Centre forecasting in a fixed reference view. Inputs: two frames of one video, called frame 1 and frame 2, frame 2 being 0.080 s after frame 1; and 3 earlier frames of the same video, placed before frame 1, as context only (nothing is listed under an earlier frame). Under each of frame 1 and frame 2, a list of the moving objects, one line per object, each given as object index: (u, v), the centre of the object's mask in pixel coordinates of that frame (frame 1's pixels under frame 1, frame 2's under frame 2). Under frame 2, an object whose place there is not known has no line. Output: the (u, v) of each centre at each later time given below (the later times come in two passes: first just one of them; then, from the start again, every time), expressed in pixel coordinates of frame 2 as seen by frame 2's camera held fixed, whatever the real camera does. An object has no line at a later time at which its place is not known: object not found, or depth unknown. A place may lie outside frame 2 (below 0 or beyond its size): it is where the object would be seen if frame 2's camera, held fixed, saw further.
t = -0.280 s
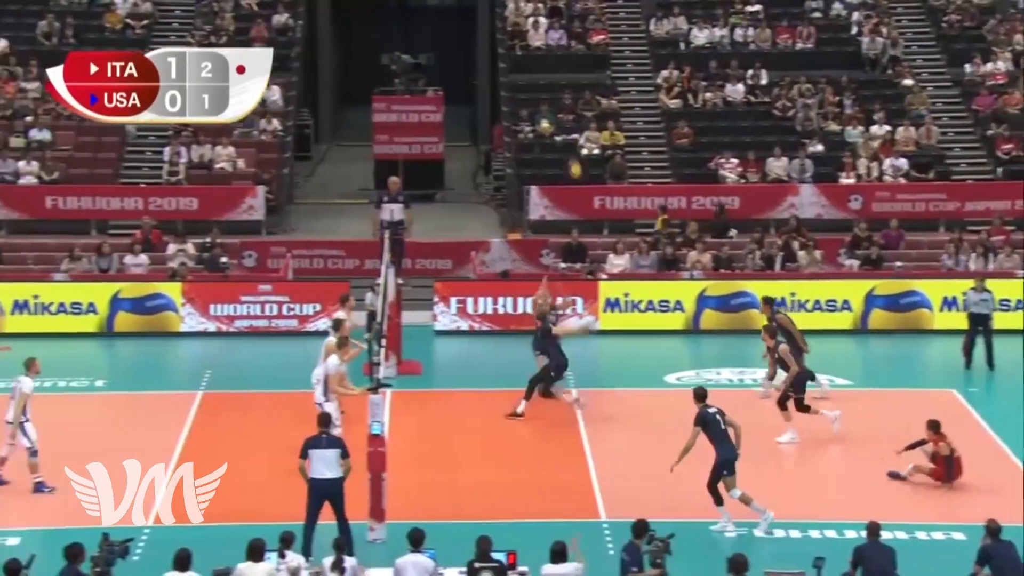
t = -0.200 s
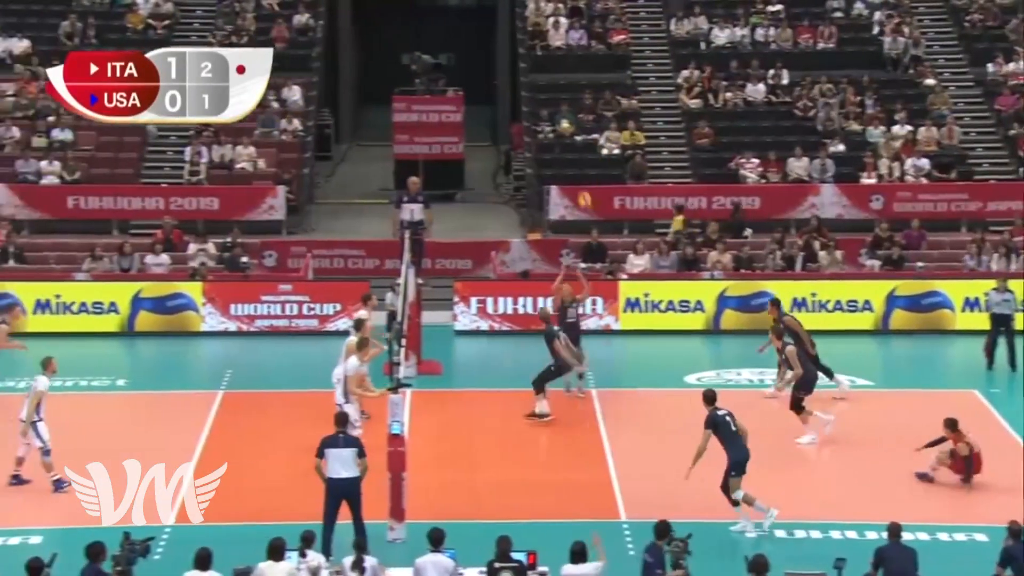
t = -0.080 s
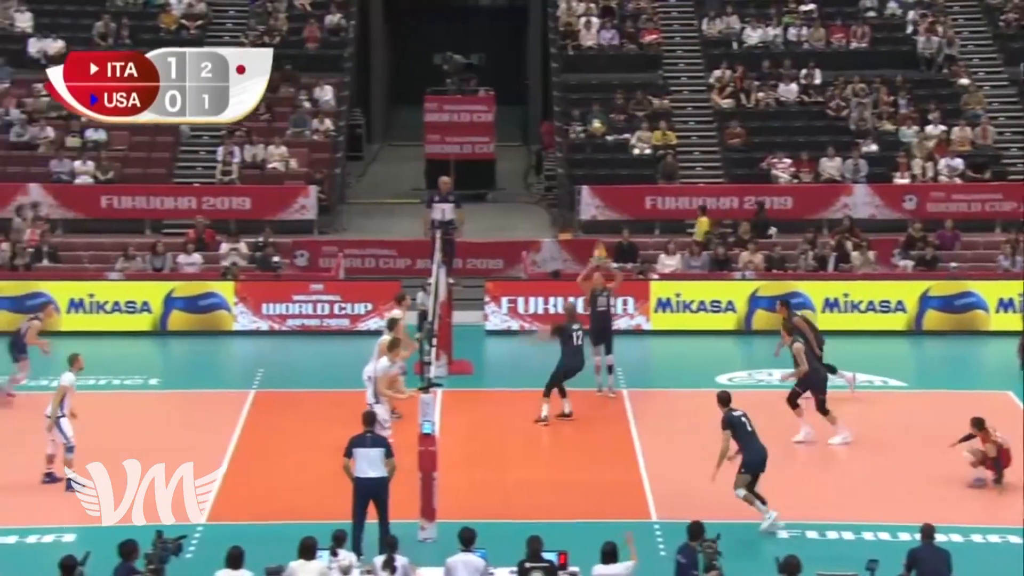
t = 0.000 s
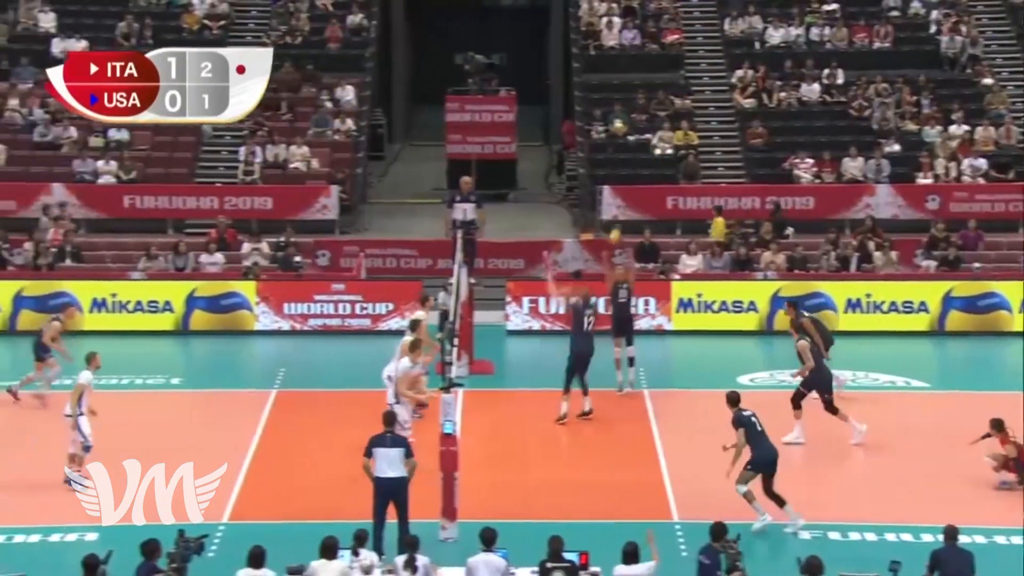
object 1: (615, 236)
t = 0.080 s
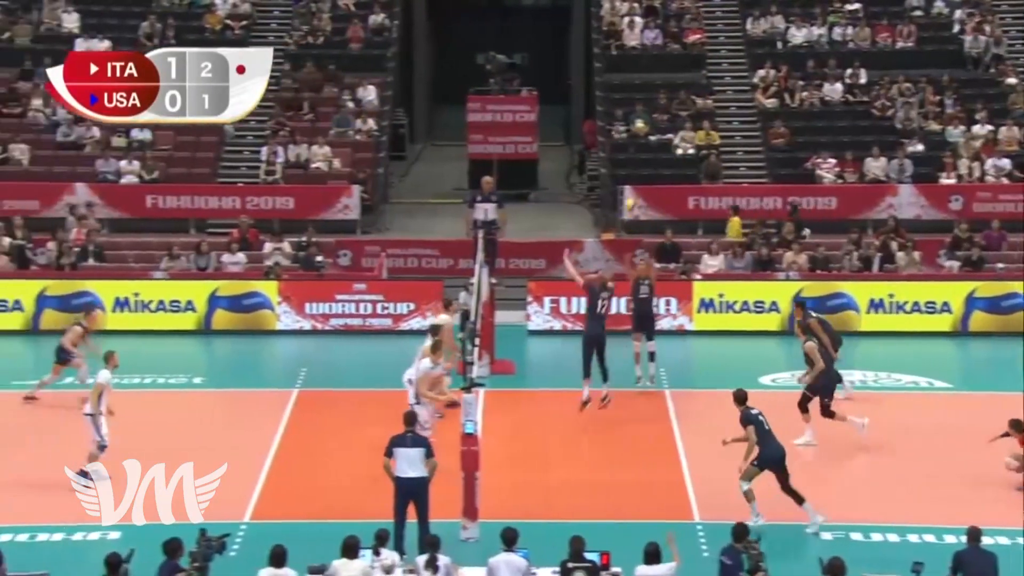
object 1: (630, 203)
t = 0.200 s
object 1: (622, 166)
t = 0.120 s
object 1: (626, 190)
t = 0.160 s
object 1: (626, 177)
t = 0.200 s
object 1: (622, 166)
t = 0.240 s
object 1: (620, 154)
